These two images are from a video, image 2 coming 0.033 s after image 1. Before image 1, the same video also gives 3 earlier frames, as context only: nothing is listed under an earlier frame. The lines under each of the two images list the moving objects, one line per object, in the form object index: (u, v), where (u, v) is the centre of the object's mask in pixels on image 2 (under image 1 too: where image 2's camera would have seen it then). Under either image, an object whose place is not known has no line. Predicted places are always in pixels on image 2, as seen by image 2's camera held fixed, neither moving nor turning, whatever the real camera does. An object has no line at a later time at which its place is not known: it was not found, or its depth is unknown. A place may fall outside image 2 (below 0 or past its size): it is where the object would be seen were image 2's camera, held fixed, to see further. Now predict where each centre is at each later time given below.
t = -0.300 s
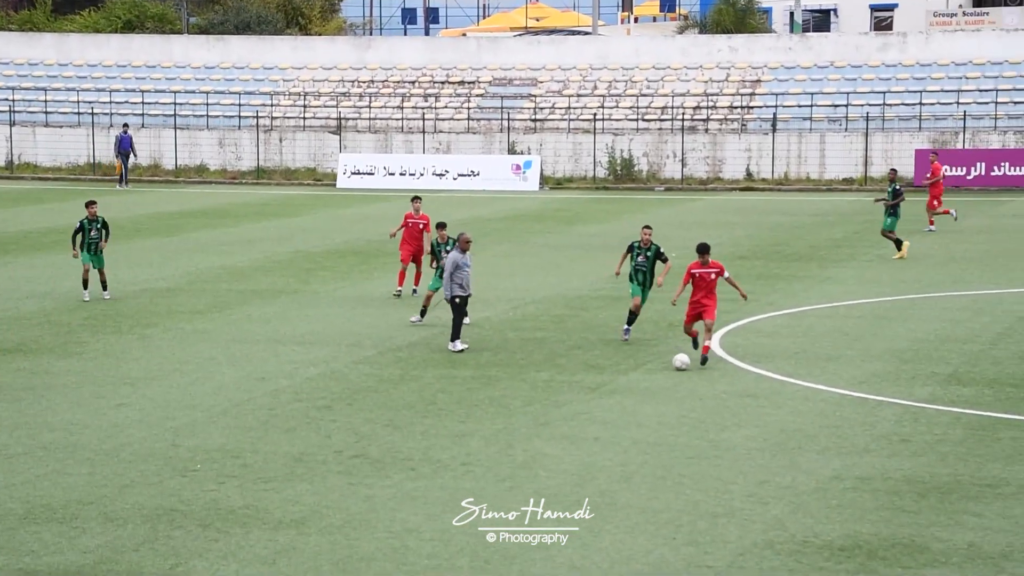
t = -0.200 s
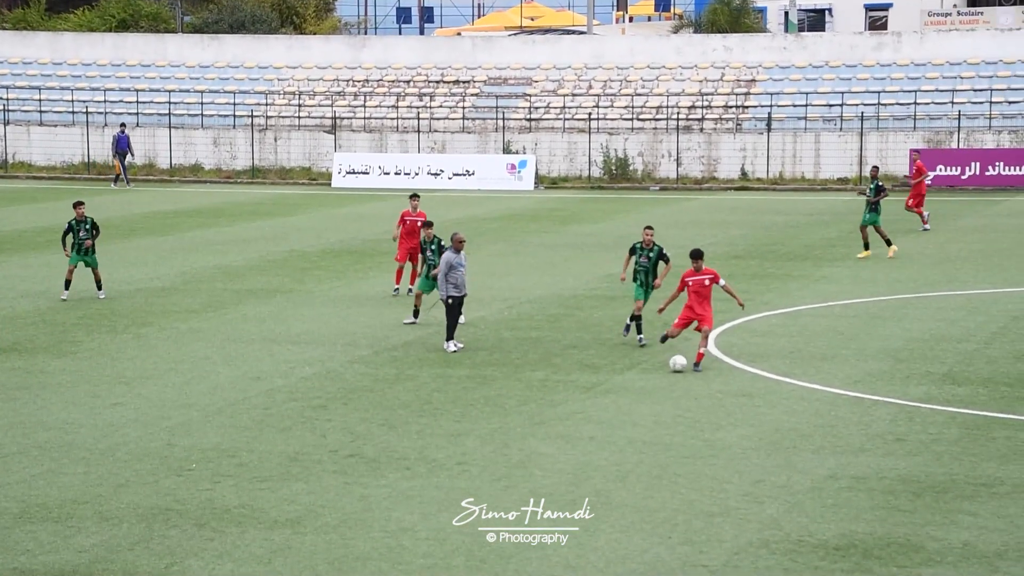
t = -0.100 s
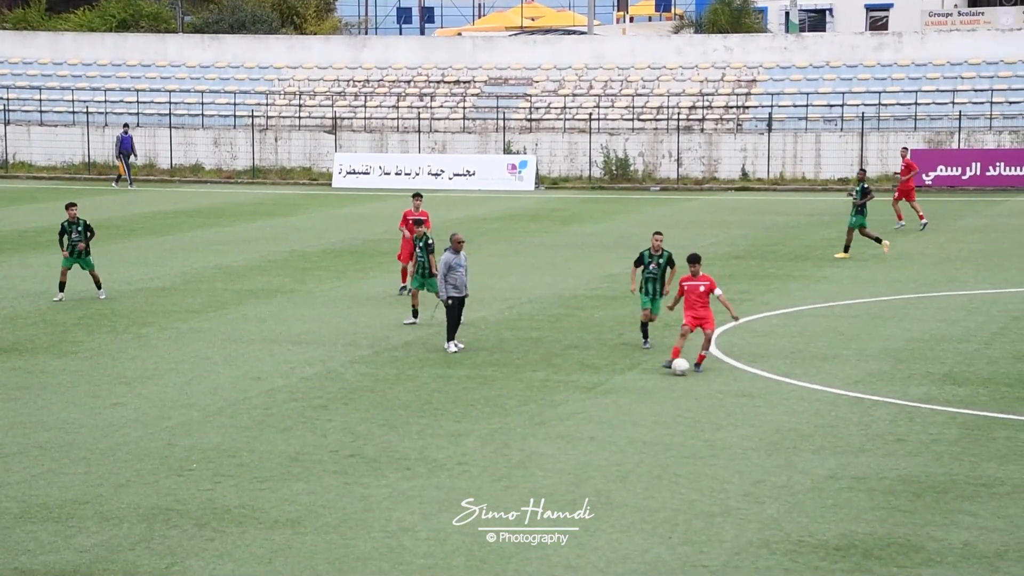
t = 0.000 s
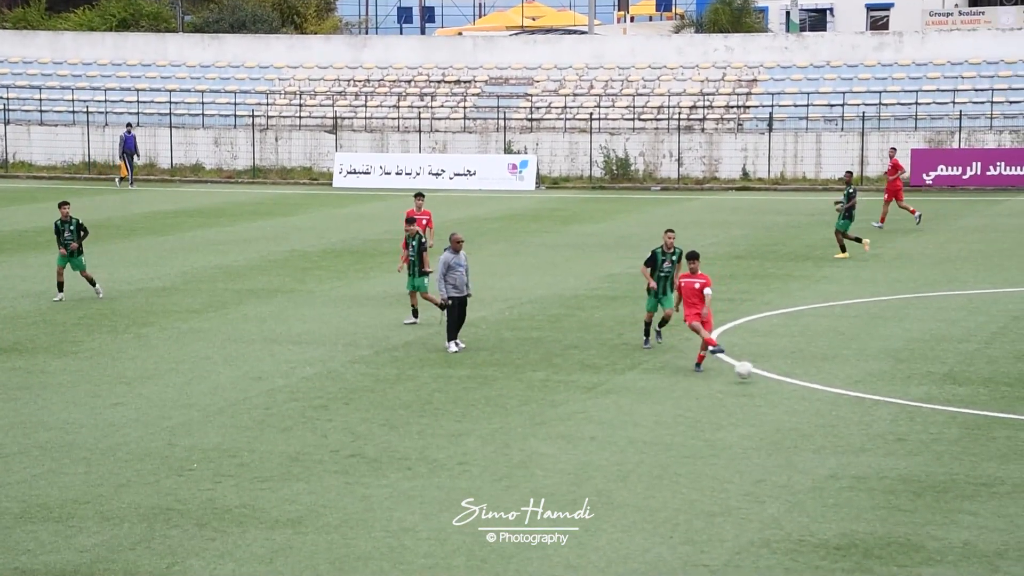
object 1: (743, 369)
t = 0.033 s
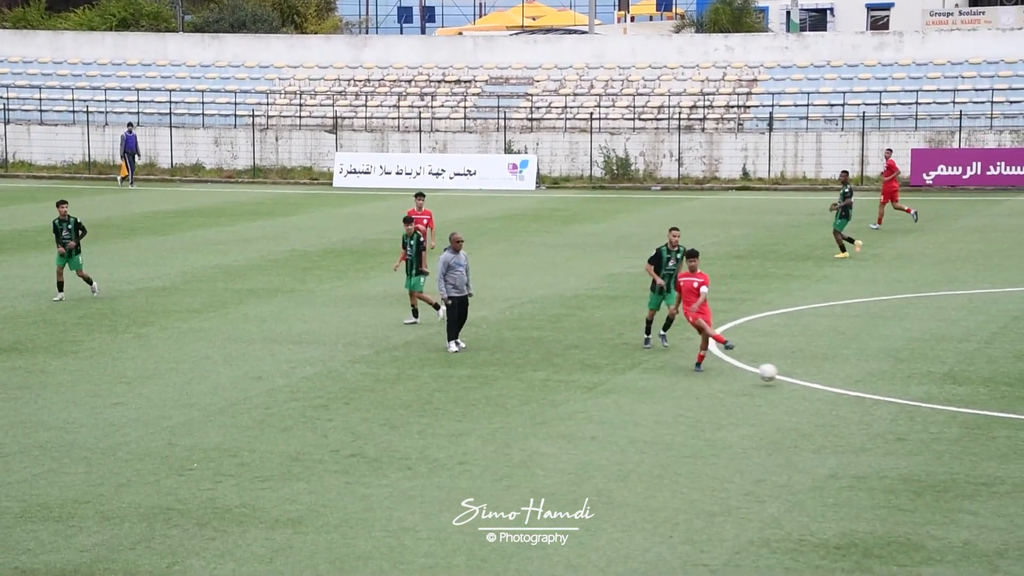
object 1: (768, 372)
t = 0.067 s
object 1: (791, 376)
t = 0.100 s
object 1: (815, 381)
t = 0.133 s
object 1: (838, 385)
